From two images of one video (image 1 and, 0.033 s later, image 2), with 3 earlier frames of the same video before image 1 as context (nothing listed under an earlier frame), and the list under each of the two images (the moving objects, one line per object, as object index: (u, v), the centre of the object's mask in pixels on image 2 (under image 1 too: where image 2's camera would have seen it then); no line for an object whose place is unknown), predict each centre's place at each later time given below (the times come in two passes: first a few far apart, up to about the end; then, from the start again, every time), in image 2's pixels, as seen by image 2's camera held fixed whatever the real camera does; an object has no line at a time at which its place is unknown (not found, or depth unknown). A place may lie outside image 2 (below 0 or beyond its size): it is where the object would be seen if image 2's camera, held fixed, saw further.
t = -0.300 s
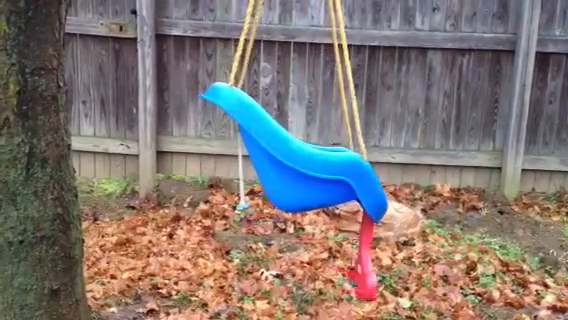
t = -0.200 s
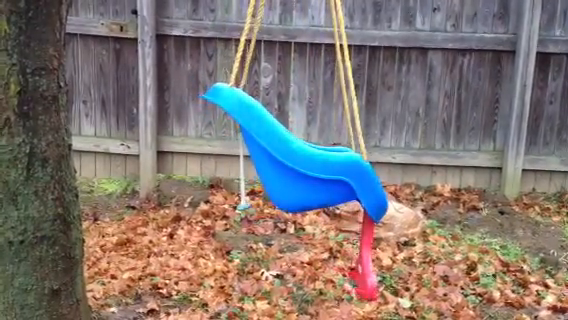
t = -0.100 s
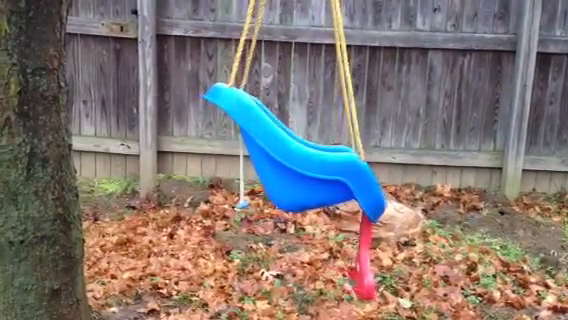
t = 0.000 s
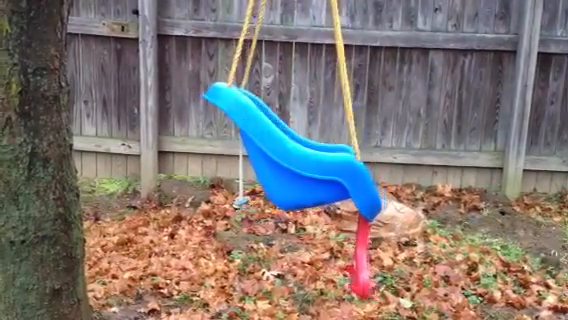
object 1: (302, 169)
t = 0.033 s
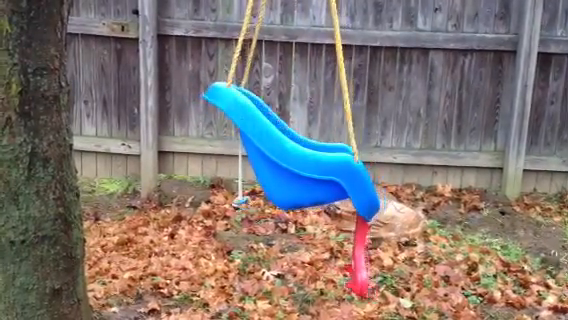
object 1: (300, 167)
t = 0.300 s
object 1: (287, 157)
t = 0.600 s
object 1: (275, 148)
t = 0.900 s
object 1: (269, 145)
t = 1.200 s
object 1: (273, 153)
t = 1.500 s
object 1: (284, 163)
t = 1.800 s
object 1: (296, 168)
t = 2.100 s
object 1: (301, 168)
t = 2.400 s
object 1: (297, 163)
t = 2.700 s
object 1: (288, 153)
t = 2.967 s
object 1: (280, 148)
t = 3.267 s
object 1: (277, 150)
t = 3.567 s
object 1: (281, 160)
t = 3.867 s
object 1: (291, 168)
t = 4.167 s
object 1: (301, 171)
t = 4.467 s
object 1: (303, 169)
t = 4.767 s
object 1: (298, 161)
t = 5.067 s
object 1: (286, 153)
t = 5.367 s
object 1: (279, 151)
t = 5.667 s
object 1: (280, 157)
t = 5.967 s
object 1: (285, 165)
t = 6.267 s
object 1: (295, 170)
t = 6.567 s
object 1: (301, 170)
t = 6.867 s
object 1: (300, 163)
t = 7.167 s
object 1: (293, 155)
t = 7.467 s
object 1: (285, 151)
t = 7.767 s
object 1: (278, 153)
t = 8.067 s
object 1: (281, 161)
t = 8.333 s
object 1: (288, 167)
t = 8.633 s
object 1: (296, 170)
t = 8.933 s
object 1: (299, 166)
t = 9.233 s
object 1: (295, 159)
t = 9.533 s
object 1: (287, 152)
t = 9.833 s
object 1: (280, 151)
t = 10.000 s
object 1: (278, 154)
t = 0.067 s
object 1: (298, 166)
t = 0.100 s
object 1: (297, 164)
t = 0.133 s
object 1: (295, 163)
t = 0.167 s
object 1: (293, 162)
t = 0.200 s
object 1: (291, 160)
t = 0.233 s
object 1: (290, 159)
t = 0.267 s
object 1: (288, 157)
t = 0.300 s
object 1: (287, 157)
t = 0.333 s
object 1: (285, 155)
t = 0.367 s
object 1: (283, 154)
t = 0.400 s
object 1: (281, 153)
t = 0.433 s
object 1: (281, 152)
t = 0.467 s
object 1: (279, 151)
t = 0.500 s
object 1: (278, 150)
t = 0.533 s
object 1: (277, 150)
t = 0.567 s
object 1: (275, 148)
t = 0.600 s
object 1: (275, 148)
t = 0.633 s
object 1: (274, 147)
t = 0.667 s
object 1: (272, 146)
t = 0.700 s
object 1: (272, 146)
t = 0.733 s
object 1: (271, 145)
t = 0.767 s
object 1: (271, 145)
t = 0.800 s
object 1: (270, 145)
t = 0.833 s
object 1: (270, 145)
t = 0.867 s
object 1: (270, 145)
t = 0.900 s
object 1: (269, 145)
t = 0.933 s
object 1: (269, 146)
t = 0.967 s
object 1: (269, 146)
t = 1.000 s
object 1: (269, 146)
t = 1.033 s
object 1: (269, 147)
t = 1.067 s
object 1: (270, 148)
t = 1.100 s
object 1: (270, 149)
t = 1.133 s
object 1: (271, 150)
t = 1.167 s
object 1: (272, 151)
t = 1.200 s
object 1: (273, 153)
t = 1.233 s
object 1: (274, 154)
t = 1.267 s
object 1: (275, 155)
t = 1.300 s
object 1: (276, 156)
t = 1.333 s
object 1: (277, 158)
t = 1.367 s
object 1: (279, 159)
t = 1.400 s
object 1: (280, 159)
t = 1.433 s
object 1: (281, 160)
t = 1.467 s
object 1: (282, 161)
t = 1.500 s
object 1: (284, 163)
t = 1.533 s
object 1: (285, 164)
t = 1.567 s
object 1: (287, 164)
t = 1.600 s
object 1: (288, 165)
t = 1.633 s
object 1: (290, 166)
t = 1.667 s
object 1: (291, 167)
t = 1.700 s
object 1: (292, 167)
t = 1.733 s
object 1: (294, 167)
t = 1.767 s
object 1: (295, 167)
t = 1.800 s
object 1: (296, 168)
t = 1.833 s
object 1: (297, 168)
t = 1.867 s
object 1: (298, 169)
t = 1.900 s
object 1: (299, 169)
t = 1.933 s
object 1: (300, 169)
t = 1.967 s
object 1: (300, 169)
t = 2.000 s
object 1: (300, 169)
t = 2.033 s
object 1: (301, 169)
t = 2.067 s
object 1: (301, 169)
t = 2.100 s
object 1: (301, 168)
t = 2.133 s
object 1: (301, 168)
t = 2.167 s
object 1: (301, 168)
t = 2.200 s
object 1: (301, 167)
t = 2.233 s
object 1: (301, 166)
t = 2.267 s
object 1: (300, 166)
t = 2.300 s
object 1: (299, 165)
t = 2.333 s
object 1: (299, 164)
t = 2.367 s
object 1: (298, 164)
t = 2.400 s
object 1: (297, 163)
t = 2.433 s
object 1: (297, 162)
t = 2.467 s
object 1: (295, 161)
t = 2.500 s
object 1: (294, 160)
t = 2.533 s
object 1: (293, 159)
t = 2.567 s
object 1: (292, 157)
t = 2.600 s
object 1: (291, 156)
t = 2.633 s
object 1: (290, 155)
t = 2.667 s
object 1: (289, 154)
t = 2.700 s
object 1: (288, 153)
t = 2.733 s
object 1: (287, 152)
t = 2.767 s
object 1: (285, 151)
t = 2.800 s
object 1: (284, 151)
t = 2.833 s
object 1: (284, 150)
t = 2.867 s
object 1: (283, 150)
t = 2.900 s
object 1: (282, 150)
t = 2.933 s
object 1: (281, 149)
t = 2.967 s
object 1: (280, 148)
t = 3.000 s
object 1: (280, 148)
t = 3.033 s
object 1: (279, 149)
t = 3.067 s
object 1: (279, 148)
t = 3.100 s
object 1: (279, 149)
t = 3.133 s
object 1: (278, 149)
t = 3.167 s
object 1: (278, 149)
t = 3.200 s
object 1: (278, 150)
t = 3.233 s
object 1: (278, 150)
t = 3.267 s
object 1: (277, 150)
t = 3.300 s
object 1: (278, 151)
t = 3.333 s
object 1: (278, 152)
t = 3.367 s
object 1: (278, 153)
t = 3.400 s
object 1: (278, 155)
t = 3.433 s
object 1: (279, 156)
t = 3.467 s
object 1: (279, 157)
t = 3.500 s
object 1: (280, 157)
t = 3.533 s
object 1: (281, 159)
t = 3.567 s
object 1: (281, 160)
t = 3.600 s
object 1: (282, 160)
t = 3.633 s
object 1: (283, 162)
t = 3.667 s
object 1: (284, 163)
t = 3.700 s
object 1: (285, 163)
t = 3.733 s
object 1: (286, 164)
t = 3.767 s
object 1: (288, 166)
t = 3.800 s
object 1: (289, 166)
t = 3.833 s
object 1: (290, 167)
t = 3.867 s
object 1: (291, 168)
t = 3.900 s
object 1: (292, 168)
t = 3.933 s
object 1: (294, 169)
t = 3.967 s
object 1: (295, 170)
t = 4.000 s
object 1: (296, 171)
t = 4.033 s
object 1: (297, 171)
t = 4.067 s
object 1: (298, 171)
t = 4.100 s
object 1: (299, 171)
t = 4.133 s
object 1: (300, 171)
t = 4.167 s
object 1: (301, 171)
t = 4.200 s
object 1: (301, 171)
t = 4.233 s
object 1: (302, 171)
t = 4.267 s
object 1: (302, 171)
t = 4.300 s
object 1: (303, 171)
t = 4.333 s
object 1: (303, 170)
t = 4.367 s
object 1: (303, 170)
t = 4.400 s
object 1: (304, 170)
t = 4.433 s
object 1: (304, 170)
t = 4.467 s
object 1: (303, 169)
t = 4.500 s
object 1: (303, 168)
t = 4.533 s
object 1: (303, 168)
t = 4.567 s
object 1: (302, 167)
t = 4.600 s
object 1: (302, 166)
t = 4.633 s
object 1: (301, 165)
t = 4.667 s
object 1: (300, 164)
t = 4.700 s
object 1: (300, 163)
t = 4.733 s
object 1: (299, 162)
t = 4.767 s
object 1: (298, 161)
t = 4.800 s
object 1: (297, 160)
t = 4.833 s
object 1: (295, 158)
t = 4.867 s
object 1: (294, 157)
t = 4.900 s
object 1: (293, 157)
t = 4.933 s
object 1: (291, 156)
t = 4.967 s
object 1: (290, 155)
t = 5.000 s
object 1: (289, 154)
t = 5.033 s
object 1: (287, 153)
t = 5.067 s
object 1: (286, 153)
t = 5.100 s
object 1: (285, 153)
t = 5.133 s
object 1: (290, 152)
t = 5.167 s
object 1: (283, 152)
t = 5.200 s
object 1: (289, 151)
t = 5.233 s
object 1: (281, 151)
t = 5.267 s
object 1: (280, 151)
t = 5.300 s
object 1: (287, 151)
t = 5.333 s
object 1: (286, 151)
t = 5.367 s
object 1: (279, 151)
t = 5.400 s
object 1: (278, 151)
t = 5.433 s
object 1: (278, 152)
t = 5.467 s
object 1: (279, 155)
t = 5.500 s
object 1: (278, 155)
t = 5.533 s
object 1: (278, 154)
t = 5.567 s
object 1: (278, 155)
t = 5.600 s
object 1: (278, 156)
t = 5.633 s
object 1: (278, 156)
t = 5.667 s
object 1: (280, 157)
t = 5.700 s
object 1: (280, 158)
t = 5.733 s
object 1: (280, 159)
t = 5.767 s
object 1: (281, 160)
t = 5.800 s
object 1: (281, 161)
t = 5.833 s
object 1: (282, 162)
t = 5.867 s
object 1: (282, 163)
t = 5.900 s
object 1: (283, 164)
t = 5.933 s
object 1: (284, 164)
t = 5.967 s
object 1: (285, 165)
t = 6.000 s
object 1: (286, 166)
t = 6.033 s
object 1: (287, 167)
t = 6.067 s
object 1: (288, 168)
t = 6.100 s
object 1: (289, 168)
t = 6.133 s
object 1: (290, 168)
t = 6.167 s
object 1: (291, 169)
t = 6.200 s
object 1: (292, 169)
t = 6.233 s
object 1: (294, 170)
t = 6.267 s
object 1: (295, 170)
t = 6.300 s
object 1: (296, 171)
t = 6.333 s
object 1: (297, 171)
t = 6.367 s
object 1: (298, 171)
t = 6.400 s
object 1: (299, 171)
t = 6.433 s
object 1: (300, 171)
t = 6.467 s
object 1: (300, 171)
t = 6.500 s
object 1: (301, 170)
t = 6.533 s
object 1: (301, 170)
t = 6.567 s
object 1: (301, 170)
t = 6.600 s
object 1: (302, 169)
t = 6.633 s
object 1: (302, 169)
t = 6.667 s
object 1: (302, 168)
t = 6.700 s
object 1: (302, 168)
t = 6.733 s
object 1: (302, 167)
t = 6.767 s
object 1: (302, 166)
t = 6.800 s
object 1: (302, 166)
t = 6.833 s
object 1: (301, 165)
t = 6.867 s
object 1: (300, 163)
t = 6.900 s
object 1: (300, 163)
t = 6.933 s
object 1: (299, 162)
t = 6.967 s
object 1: (299, 161)
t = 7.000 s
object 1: (298, 160)
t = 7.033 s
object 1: (297, 159)
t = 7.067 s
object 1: (296, 158)
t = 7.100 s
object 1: (295, 157)
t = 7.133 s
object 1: (294, 156)
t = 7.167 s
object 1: (293, 155)
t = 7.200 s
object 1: (292, 154)
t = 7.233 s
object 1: (291, 154)
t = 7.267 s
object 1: (290, 153)
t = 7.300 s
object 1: (289, 152)
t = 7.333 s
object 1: (288, 152)
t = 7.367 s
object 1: (287, 151)
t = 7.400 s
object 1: (286, 151)
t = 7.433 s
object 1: (286, 151)
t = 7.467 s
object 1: (285, 151)
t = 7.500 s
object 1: (284, 151)
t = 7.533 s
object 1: (283, 151)
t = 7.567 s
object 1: (283, 152)
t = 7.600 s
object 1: (282, 152)
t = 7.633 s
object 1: (281, 152)
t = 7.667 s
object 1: (281, 152)
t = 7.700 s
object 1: (280, 153)
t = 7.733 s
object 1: (280, 153)
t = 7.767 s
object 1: (278, 153)
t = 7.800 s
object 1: (279, 155)
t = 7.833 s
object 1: (279, 155)
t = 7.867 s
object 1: (279, 156)
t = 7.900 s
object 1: (280, 157)
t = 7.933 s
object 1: (280, 158)
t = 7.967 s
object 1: (280, 158)
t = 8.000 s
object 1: (280, 160)
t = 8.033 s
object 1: (280, 160)
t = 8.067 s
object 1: (281, 161)
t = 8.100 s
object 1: (282, 162)
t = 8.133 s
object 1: (283, 163)
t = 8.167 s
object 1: (283, 164)
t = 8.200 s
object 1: (284, 165)
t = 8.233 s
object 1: (285, 165)
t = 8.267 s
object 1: (286, 166)
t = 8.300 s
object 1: (287, 167)
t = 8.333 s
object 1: (288, 167)
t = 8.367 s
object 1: (289, 168)
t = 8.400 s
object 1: (290, 169)
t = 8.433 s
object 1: (291, 169)
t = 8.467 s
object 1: (292, 169)
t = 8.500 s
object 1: (293, 169)
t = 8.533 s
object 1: (294, 170)
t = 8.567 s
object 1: (295, 170)
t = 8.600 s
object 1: (296, 170)
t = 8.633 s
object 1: (296, 170)
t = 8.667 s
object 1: (297, 169)
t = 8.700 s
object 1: (297, 169)
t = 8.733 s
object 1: (298, 169)
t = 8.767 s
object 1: (298, 168)
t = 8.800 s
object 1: (298, 168)
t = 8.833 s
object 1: (299, 168)
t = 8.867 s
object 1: (299, 167)
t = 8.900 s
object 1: (299, 167)
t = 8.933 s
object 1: (299, 166)
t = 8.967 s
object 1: (299, 166)
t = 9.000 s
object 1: (299, 165)
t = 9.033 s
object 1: (299, 164)
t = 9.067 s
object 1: (298, 164)
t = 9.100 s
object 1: (298, 163)
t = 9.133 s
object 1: (297, 162)
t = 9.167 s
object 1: (296, 161)
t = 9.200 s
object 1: (296, 160)
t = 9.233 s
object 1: (295, 159)
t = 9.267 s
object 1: (295, 159)
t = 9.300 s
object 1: (293, 157)
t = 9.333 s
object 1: (292, 156)
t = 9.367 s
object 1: (292, 155)
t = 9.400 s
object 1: (291, 155)
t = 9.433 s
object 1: (290, 154)
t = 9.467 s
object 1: (289, 153)
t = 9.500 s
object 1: (288, 153)
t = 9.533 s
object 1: (287, 152)
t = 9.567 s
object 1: (286, 152)
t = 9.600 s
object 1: (285, 151)
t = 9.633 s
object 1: (284, 151)
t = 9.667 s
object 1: (283, 151)
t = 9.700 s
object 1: (283, 151)
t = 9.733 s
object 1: (282, 151)
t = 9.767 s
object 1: (281, 151)
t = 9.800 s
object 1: (281, 151)
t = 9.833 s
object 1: (280, 151)
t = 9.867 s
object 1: (279, 152)
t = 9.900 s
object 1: (279, 152)
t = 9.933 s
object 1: (279, 153)
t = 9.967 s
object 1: (279, 153)
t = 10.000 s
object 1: (278, 154)
